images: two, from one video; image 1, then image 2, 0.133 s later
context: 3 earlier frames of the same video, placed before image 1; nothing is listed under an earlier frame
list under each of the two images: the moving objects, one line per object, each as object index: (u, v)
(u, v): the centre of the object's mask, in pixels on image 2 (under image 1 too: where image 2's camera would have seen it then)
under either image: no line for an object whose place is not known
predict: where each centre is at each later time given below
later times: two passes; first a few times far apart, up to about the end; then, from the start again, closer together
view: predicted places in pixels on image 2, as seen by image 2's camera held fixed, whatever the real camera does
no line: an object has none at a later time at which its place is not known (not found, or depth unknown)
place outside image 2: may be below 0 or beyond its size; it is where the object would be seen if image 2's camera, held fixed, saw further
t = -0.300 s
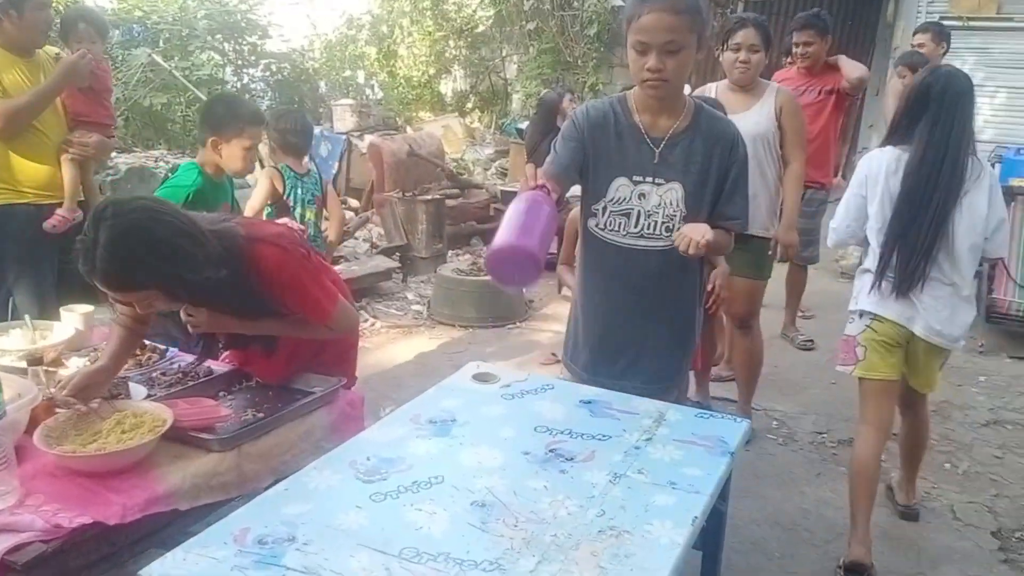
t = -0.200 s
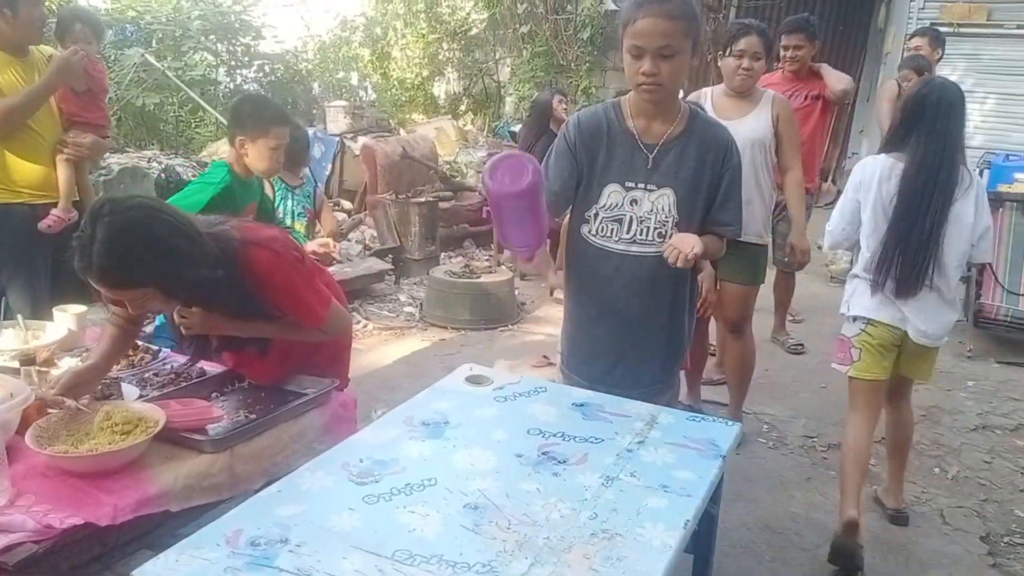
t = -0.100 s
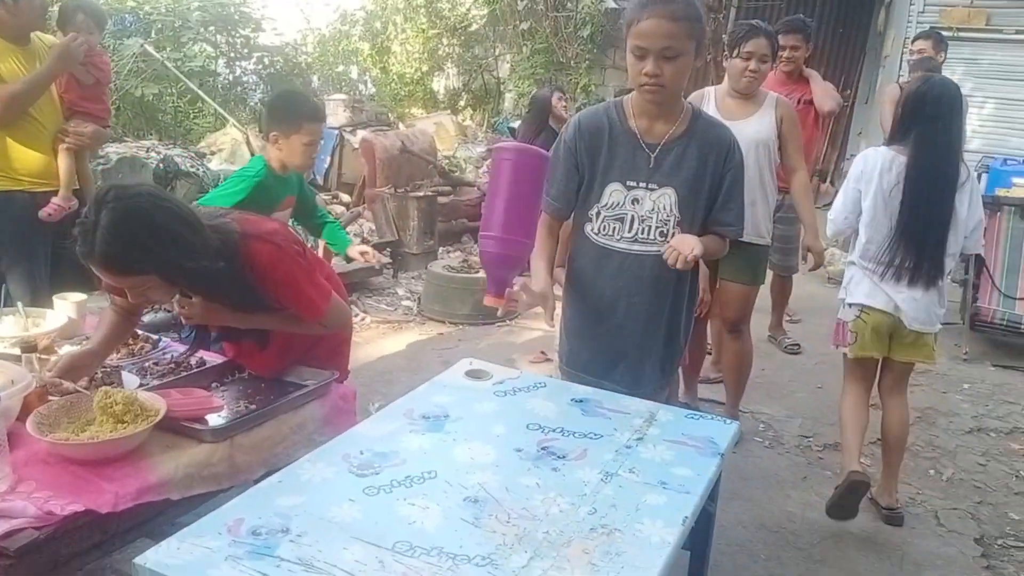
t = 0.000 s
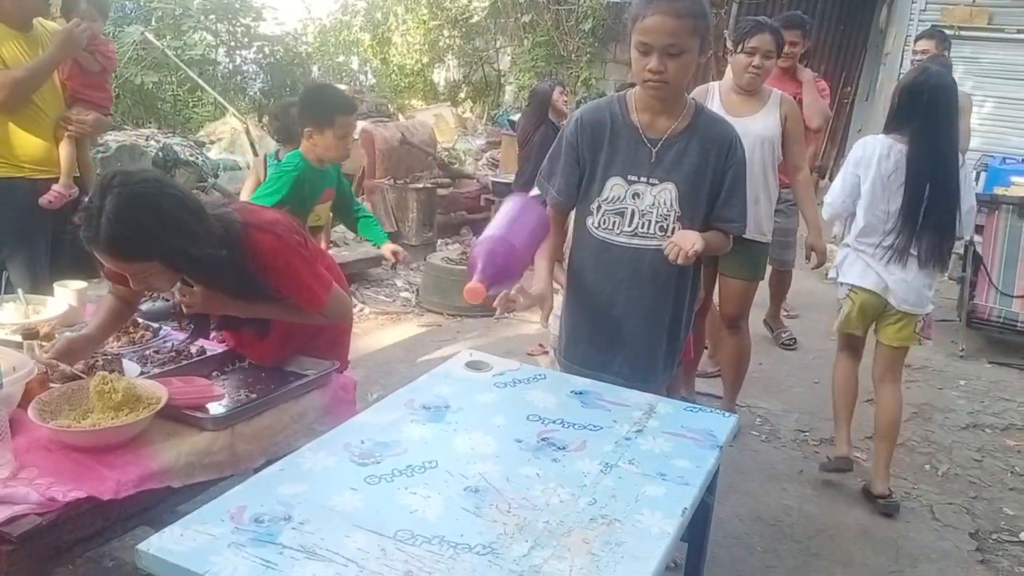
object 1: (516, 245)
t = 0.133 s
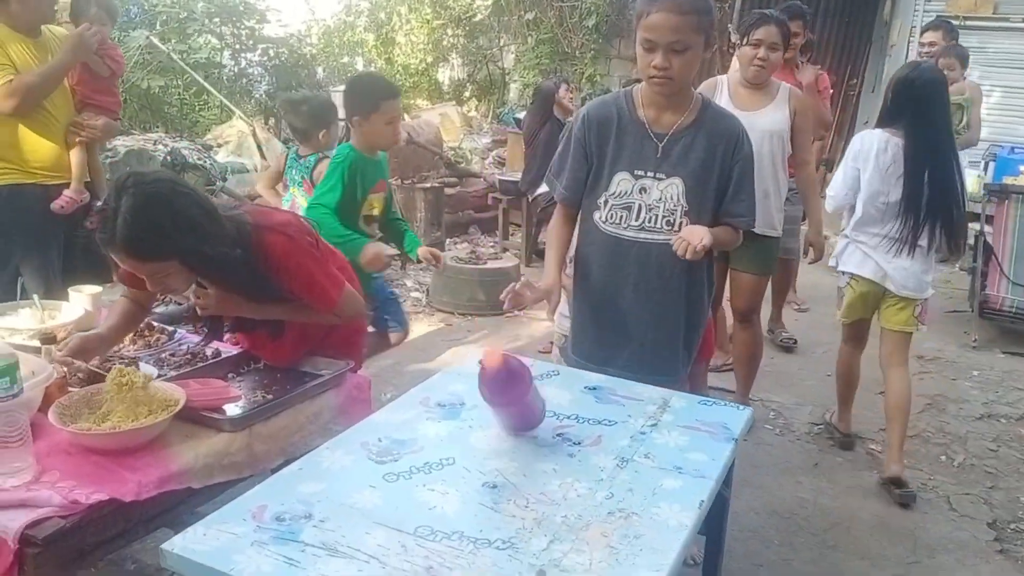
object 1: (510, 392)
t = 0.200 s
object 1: (515, 403)
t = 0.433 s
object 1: (511, 427)
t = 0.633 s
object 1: (516, 427)
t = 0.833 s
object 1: (523, 429)
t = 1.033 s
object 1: (526, 429)
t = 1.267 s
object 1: (530, 430)
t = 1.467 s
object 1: (532, 431)
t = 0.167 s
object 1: (516, 398)
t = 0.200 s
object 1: (515, 403)
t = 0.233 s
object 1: (511, 414)
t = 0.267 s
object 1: (510, 423)
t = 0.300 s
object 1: (509, 426)
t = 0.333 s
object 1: (509, 426)
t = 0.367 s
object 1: (510, 426)
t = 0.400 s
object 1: (510, 426)
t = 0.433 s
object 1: (511, 427)
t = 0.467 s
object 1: (512, 427)
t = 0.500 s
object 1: (513, 427)
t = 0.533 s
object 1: (514, 428)
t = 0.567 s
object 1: (515, 427)
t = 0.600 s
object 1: (515, 427)
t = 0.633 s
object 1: (516, 427)
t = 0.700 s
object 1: (517, 428)
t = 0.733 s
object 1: (518, 428)
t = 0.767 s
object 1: (519, 428)
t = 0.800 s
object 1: (521, 429)
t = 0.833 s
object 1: (523, 429)
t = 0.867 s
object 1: (524, 429)
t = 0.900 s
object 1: (524, 429)
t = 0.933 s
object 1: (524, 429)
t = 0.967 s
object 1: (524, 429)
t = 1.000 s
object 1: (525, 429)
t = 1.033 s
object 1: (526, 429)
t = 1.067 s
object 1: (527, 429)
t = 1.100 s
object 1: (527, 430)
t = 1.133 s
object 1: (528, 430)
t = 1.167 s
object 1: (529, 429)
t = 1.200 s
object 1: (529, 430)
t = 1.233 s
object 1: (529, 430)
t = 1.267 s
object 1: (530, 430)
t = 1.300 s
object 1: (530, 430)
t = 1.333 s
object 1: (531, 431)
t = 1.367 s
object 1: (532, 431)
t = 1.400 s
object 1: (532, 431)
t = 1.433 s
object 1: (532, 431)
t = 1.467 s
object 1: (532, 431)
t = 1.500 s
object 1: (532, 431)
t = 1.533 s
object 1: (532, 431)
